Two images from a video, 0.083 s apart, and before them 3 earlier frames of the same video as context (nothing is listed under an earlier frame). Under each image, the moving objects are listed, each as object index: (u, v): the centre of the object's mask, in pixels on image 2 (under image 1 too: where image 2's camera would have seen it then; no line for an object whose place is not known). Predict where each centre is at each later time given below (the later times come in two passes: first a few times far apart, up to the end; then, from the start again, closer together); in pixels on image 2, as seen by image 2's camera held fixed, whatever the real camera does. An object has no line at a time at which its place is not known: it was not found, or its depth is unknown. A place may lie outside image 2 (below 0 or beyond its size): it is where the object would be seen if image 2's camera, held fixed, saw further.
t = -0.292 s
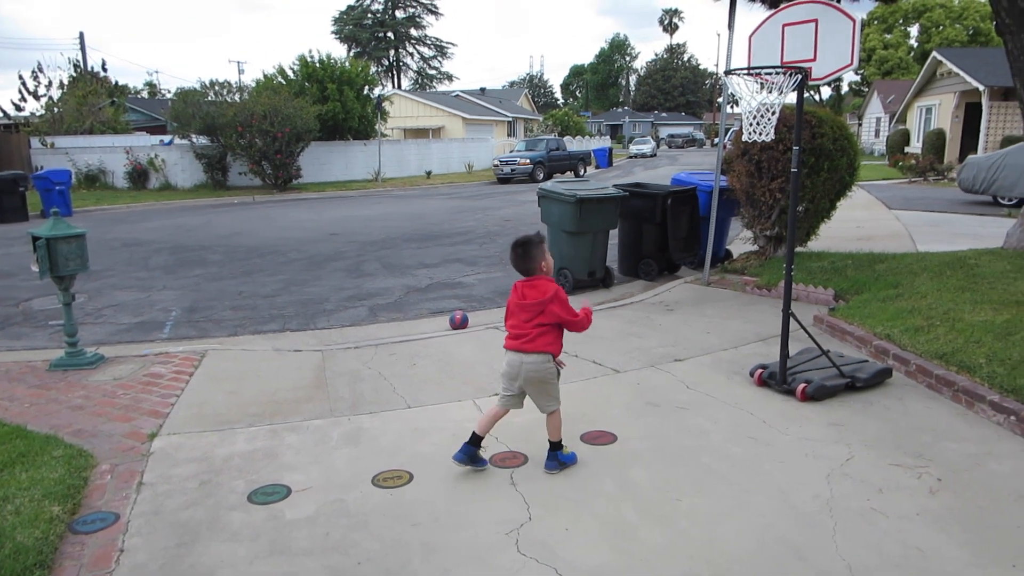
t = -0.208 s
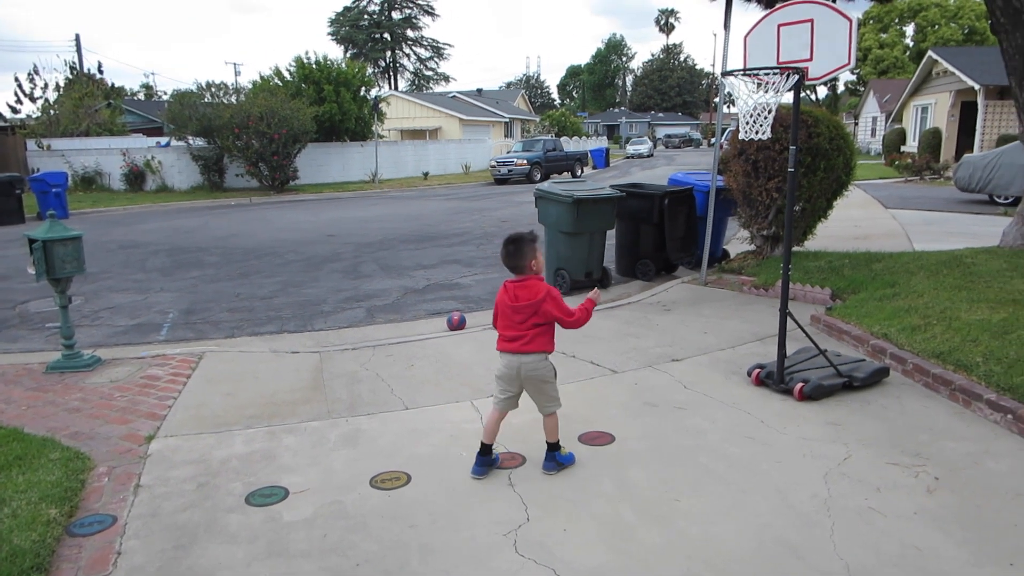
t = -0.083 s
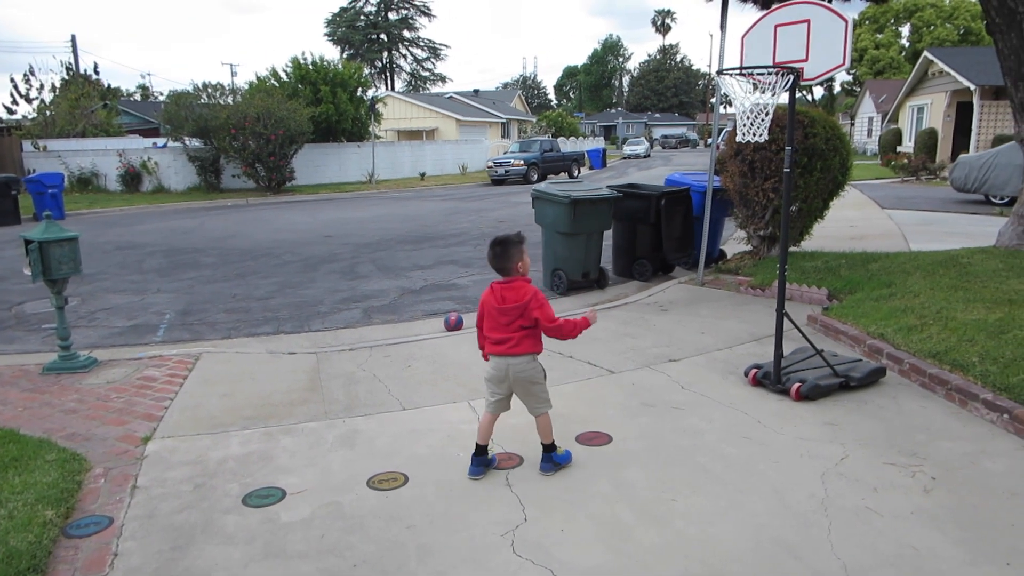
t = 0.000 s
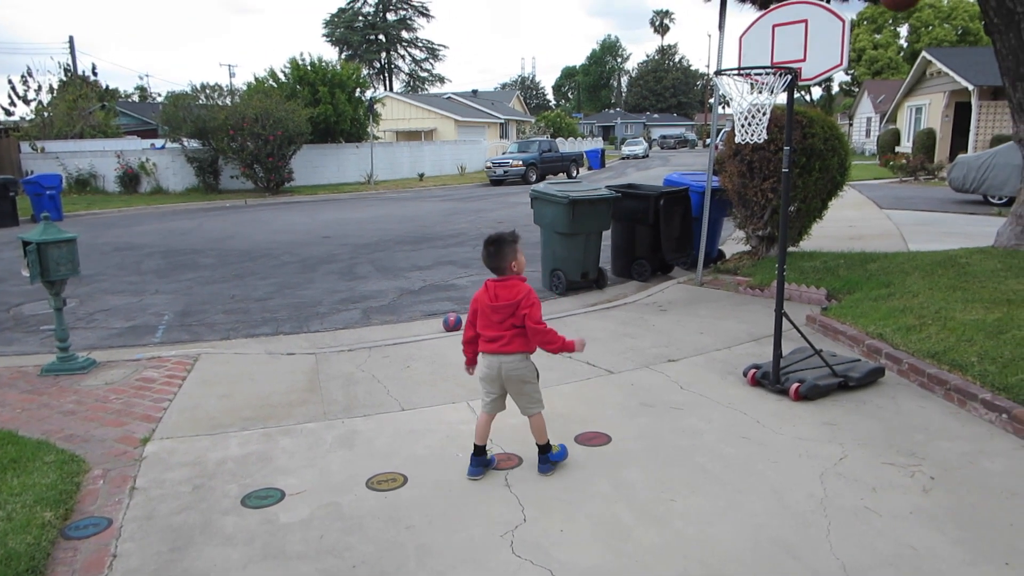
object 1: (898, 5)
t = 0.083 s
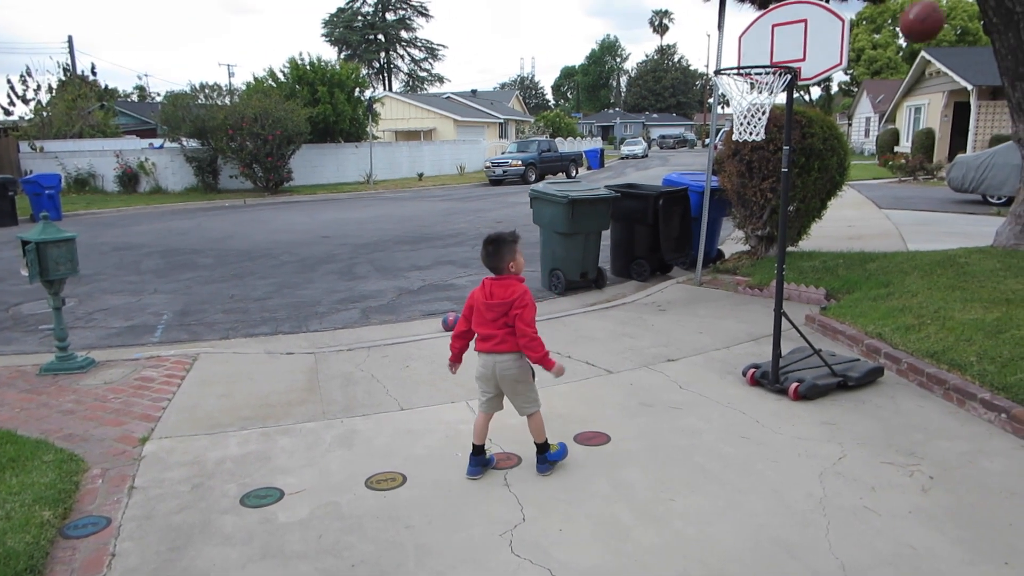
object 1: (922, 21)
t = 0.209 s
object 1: (950, 95)
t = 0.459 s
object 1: (991, 320)
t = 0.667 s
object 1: (986, 328)
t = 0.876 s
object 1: (963, 337)
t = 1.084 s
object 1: (934, 390)
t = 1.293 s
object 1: (916, 347)
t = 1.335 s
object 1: (911, 348)
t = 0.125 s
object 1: (932, 42)
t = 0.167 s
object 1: (941, 66)
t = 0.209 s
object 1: (950, 95)
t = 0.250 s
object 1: (958, 126)
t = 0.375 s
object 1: (980, 235)
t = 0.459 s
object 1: (991, 320)
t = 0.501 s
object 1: (996, 366)
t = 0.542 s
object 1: (994, 357)
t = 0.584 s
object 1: (992, 345)
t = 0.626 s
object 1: (989, 335)
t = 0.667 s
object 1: (986, 328)
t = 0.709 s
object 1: (982, 324)
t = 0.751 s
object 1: (978, 323)
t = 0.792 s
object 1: (973, 325)
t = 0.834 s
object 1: (968, 329)
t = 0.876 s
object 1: (963, 337)
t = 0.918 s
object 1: (957, 348)
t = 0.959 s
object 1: (951, 362)
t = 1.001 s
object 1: (944, 379)
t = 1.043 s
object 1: (937, 399)
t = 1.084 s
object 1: (934, 390)
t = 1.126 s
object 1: (932, 376)
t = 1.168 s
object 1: (928, 365)
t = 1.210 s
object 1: (924, 356)
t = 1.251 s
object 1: (921, 350)
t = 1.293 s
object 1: (916, 347)
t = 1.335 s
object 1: (911, 348)
